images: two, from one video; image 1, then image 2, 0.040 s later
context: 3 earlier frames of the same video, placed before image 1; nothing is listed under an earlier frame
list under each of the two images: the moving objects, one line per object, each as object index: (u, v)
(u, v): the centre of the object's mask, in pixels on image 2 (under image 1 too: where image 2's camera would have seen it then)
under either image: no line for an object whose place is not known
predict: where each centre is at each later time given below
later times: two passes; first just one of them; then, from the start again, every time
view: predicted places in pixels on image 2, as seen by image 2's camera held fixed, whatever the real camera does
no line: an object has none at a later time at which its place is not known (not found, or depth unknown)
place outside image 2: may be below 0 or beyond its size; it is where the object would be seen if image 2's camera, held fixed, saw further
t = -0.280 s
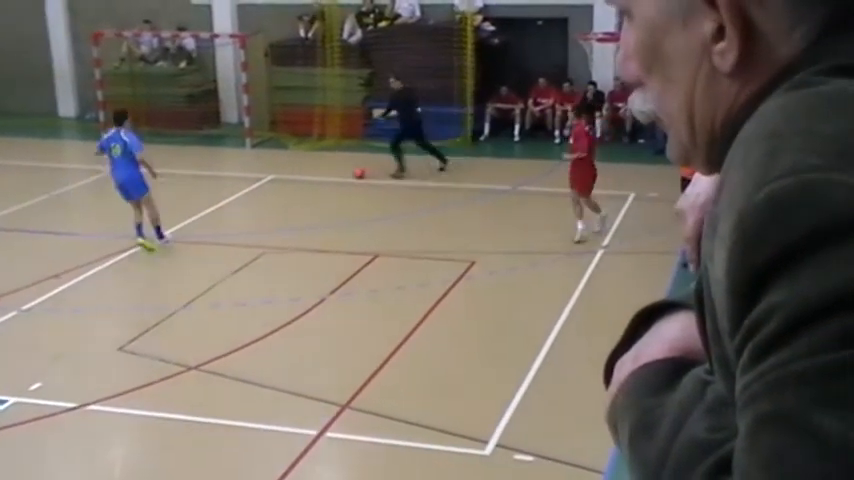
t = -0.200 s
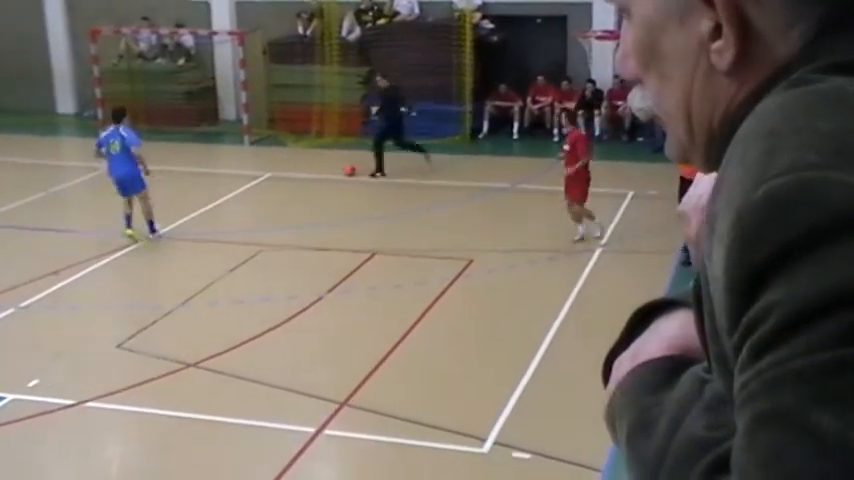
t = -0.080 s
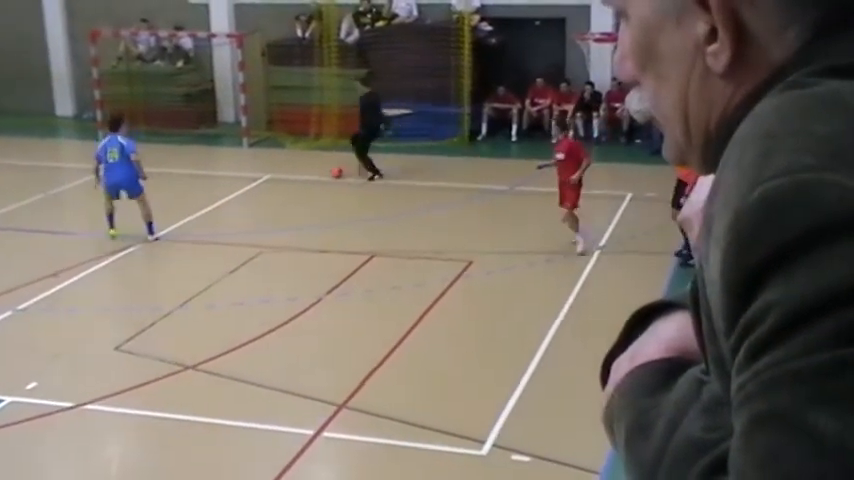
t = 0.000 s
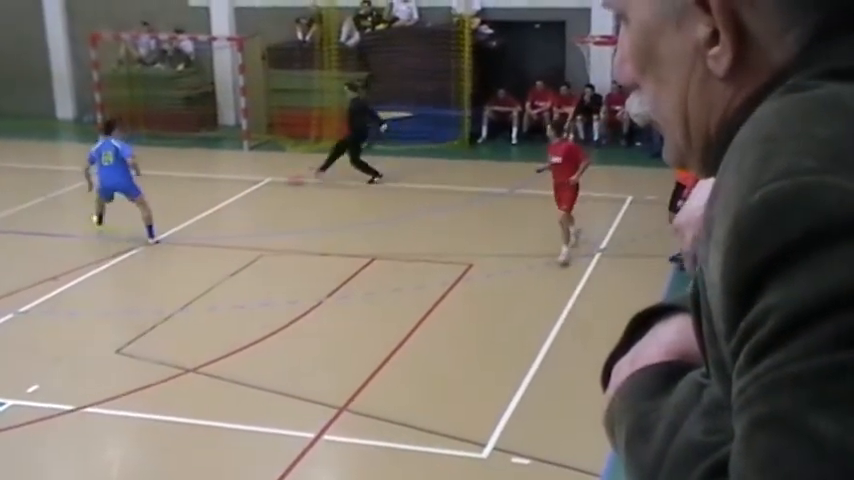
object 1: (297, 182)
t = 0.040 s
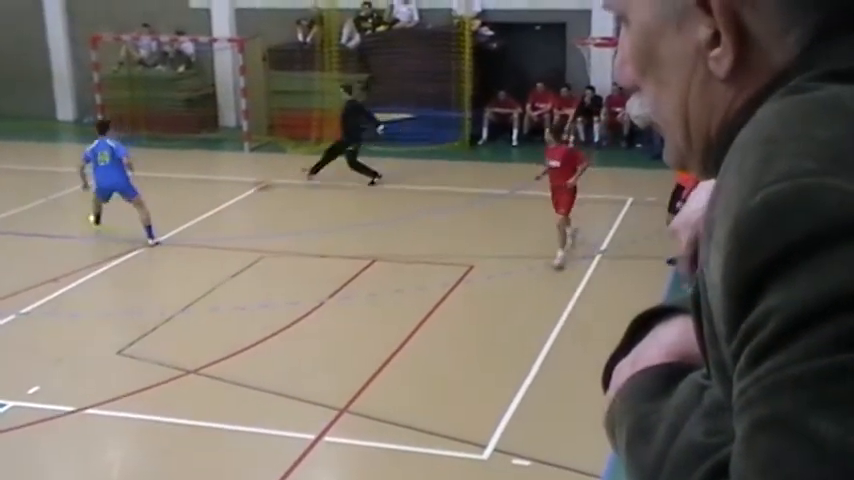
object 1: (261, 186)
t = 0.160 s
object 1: (160, 194)
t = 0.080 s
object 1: (228, 188)
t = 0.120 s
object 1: (195, 190)
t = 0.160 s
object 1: (160, 194)
